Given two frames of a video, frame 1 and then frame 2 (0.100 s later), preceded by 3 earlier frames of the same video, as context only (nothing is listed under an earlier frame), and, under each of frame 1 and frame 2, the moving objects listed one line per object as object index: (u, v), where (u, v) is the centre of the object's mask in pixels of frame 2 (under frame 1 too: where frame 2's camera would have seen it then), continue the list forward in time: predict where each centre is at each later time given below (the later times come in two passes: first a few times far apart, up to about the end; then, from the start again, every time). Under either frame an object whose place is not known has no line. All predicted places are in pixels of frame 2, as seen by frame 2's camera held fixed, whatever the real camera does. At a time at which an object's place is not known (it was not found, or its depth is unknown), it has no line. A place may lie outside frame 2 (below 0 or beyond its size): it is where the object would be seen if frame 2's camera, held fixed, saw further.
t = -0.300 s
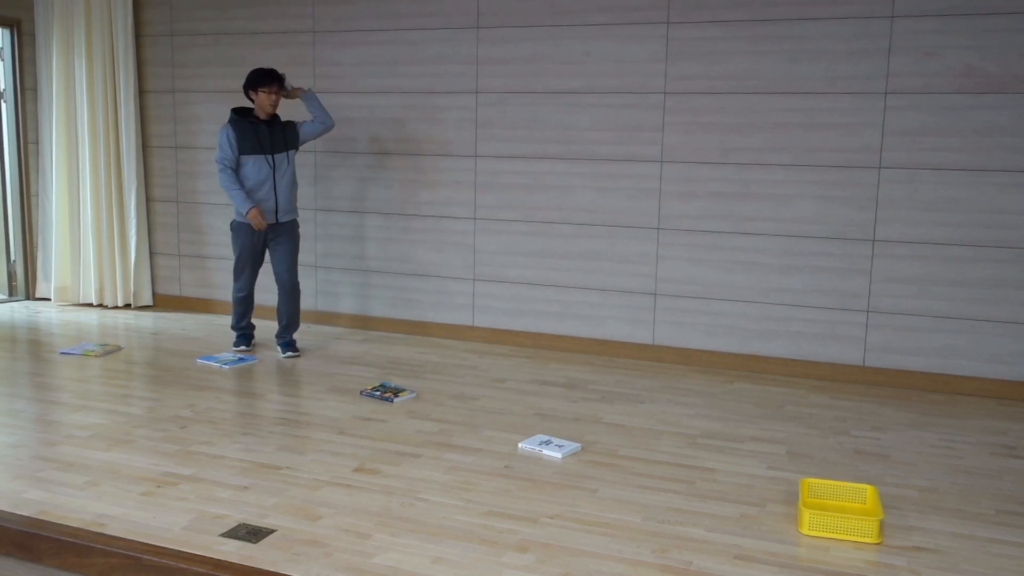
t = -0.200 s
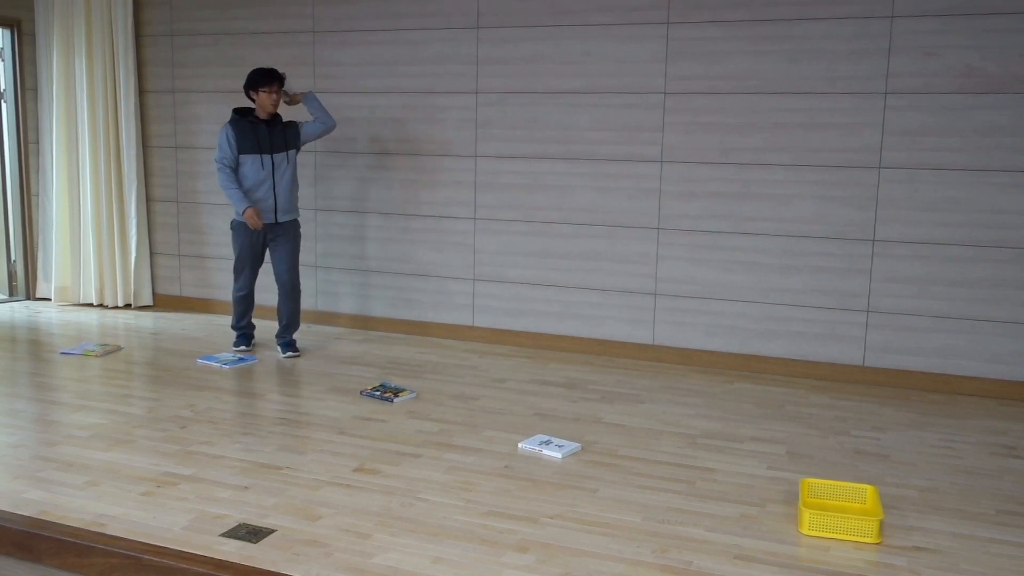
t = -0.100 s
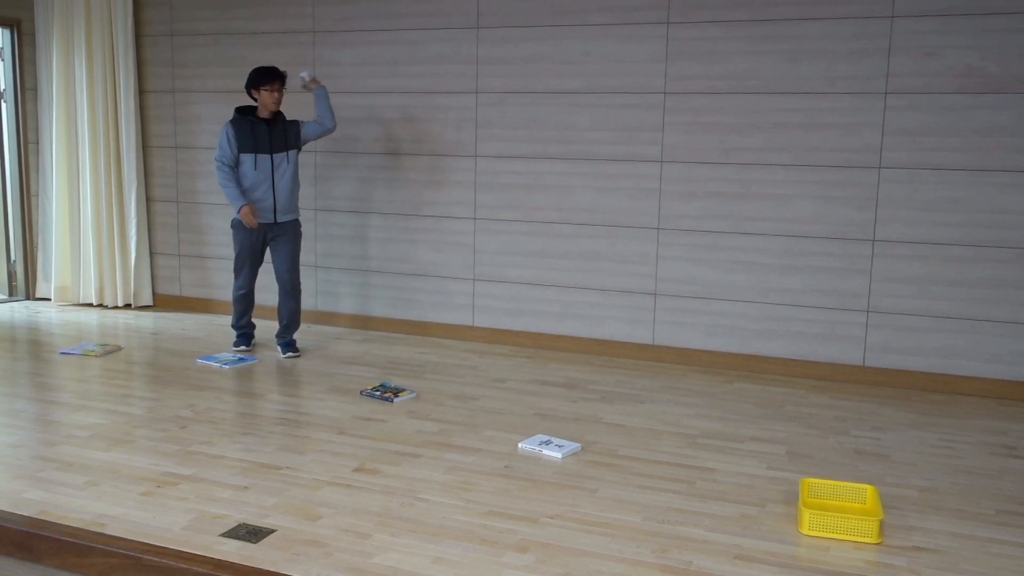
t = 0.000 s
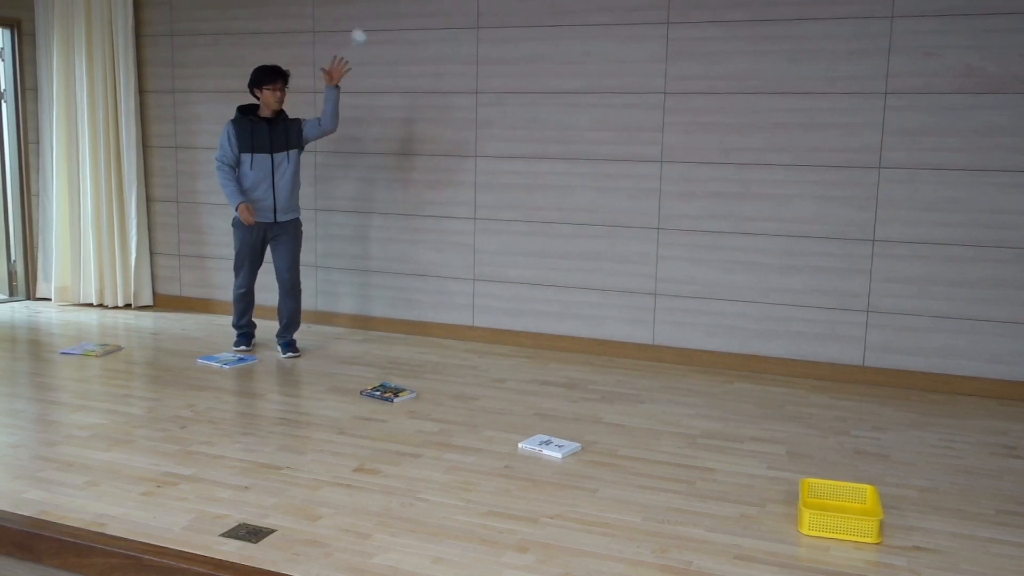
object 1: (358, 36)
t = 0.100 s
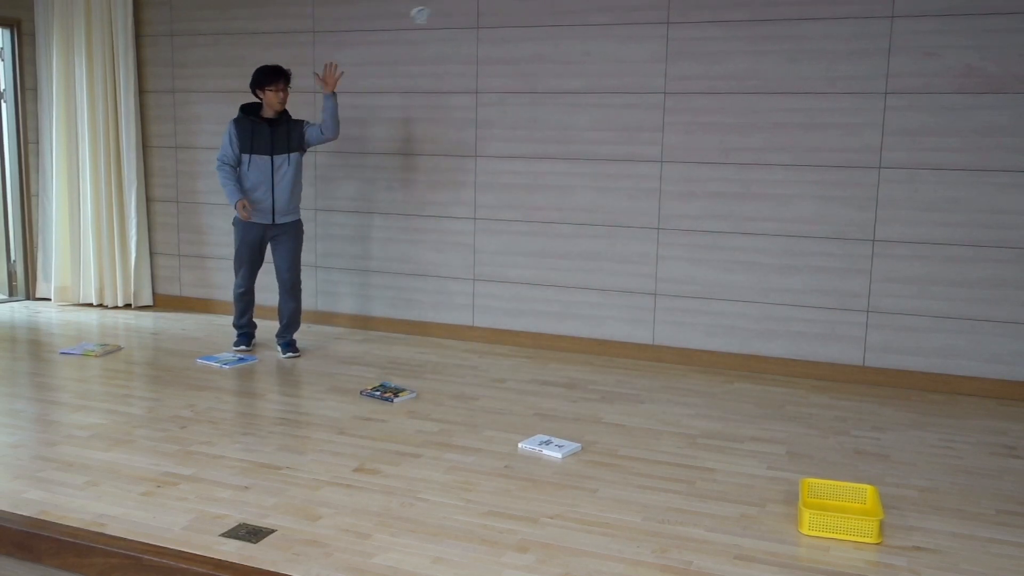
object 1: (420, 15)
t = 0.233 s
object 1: (505, 14)
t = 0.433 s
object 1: (634, 80)
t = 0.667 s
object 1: (764, 263)
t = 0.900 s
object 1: (850, 441)
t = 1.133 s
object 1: (908, 439)
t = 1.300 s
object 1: (1008, 474)
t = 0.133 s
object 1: (440, 12)
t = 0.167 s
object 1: (461, 9)
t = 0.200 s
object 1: (484, 11)
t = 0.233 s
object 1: (505, 14)
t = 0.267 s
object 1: (528, 18)
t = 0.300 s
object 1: (549, 26)
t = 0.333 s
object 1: (570, 36)
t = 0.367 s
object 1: (592, 49)
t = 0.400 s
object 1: (613, 63)
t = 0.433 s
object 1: (634, 80)
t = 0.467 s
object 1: (652, 99)
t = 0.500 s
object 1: (671, 120)
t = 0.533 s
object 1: (692, 144)
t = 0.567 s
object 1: (711, 171)
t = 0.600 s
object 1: (730, 200)
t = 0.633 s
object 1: (748, 231)
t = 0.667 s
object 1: (764, 263)
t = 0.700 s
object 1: (779, 299)
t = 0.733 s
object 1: (793, 335)
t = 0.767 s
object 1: (806, 372)
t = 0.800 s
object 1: (819, 411)
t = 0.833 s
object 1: (833, 451)
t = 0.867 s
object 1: (842, 452)
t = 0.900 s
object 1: (850, 441)
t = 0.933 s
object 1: (859, 432)
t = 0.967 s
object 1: (868, 426)
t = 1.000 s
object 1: (879, 423)
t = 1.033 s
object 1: (888, 424)
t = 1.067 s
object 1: (895, 427)
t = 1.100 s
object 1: (901, 432)
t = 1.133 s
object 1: (908, 439)
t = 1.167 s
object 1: (915, 449)
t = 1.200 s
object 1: (921, 462)
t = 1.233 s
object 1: (954, 464)
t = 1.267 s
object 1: (984, 470)
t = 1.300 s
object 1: (1008, 474)
